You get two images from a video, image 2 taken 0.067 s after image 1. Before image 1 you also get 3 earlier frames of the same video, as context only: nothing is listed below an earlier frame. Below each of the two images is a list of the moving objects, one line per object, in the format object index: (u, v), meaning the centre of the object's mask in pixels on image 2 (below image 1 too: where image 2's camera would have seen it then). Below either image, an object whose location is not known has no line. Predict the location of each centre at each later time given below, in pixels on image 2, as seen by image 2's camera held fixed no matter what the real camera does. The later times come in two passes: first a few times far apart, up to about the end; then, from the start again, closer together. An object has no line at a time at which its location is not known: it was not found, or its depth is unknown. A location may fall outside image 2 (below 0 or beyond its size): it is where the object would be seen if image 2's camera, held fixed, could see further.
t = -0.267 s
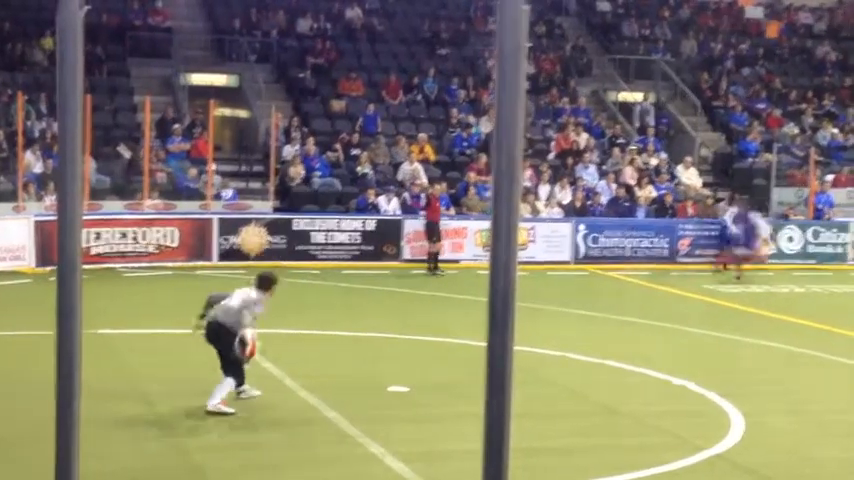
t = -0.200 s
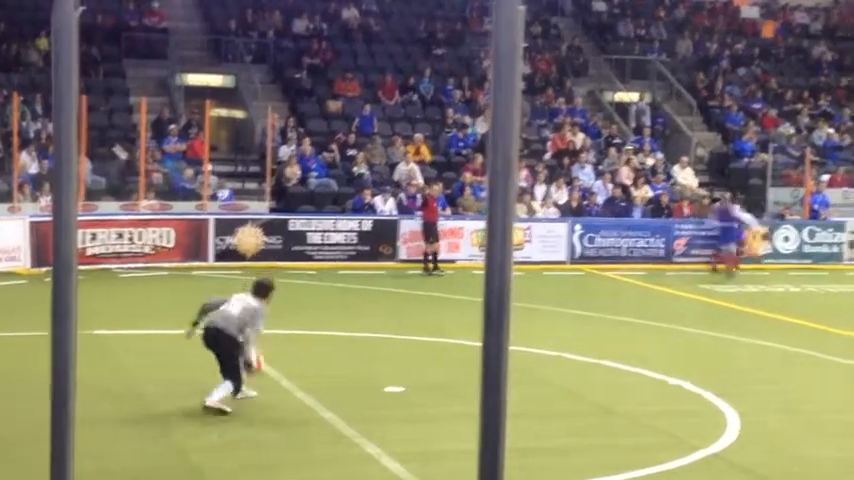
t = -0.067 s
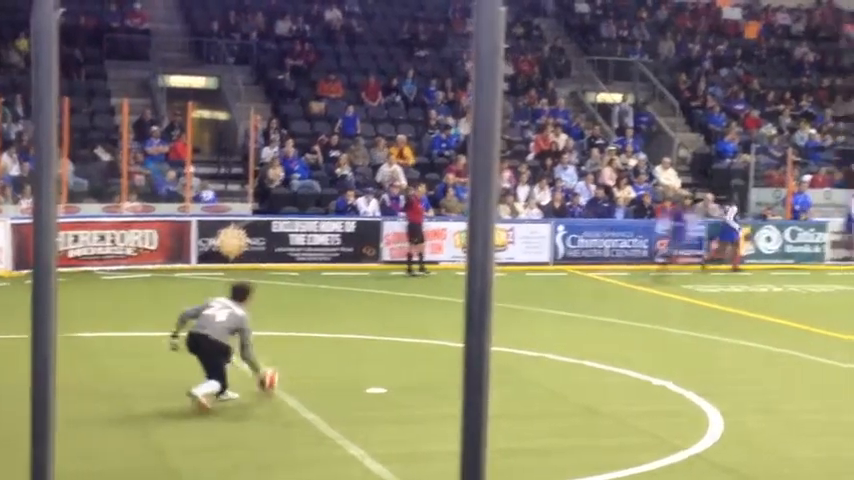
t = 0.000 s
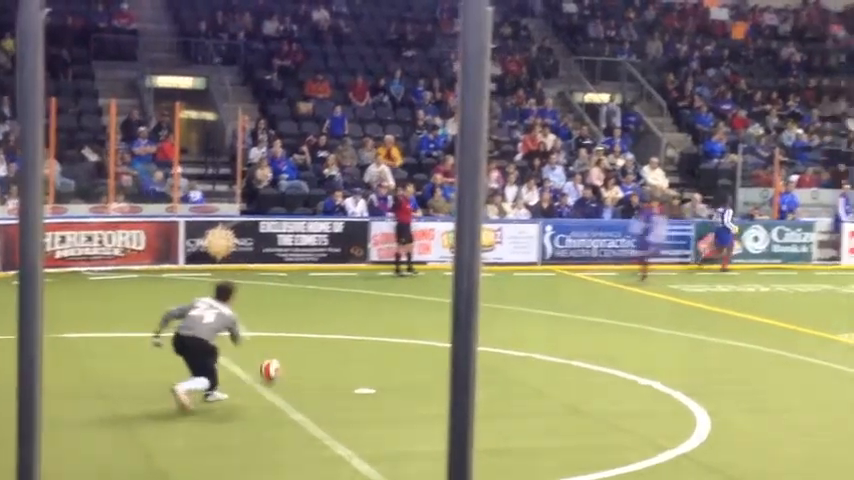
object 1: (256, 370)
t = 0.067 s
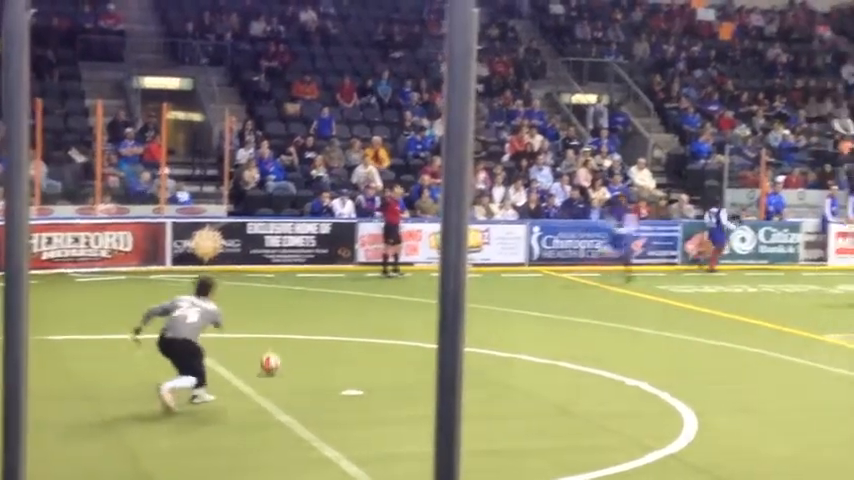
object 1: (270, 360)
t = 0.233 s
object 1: (295, 340)
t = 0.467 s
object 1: (320, 324)
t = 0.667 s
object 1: (337, 311)
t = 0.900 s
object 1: (354, 299)
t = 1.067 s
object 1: (363, 289)
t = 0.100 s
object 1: (277, 353)
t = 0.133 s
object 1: (281, 351)
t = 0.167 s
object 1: (286, 348)
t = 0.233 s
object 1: (295, 340)
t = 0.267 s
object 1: (298, 334)
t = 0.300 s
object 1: (303, 333)
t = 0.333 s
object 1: (306, 329)
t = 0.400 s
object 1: (314, 326)
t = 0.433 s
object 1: (317, 326)
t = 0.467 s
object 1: (320, 324)
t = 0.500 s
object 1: (323, 321)
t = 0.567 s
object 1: (329, 317)
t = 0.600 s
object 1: (331, 315)
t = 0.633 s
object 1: (333, 314)
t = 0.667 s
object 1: (337, 311)
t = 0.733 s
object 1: (342, 307)
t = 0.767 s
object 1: (345, 305)
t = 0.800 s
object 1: (346, 304)
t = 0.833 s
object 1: (348, 302)
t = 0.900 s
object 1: (354, 299)
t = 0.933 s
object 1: (355, 298)
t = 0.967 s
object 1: (356, 296)
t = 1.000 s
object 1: (359, 294)
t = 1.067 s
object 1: (363, 289)
